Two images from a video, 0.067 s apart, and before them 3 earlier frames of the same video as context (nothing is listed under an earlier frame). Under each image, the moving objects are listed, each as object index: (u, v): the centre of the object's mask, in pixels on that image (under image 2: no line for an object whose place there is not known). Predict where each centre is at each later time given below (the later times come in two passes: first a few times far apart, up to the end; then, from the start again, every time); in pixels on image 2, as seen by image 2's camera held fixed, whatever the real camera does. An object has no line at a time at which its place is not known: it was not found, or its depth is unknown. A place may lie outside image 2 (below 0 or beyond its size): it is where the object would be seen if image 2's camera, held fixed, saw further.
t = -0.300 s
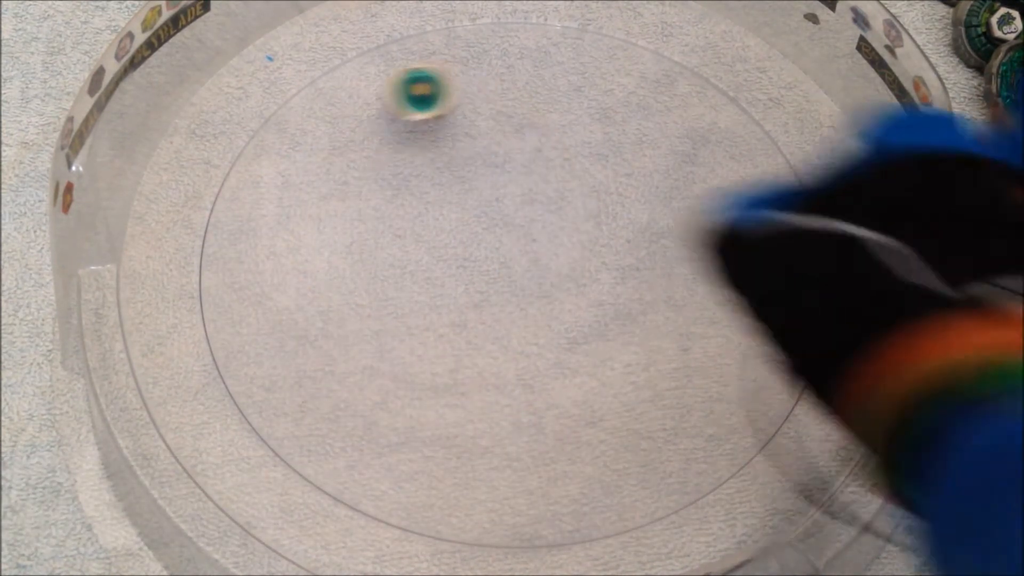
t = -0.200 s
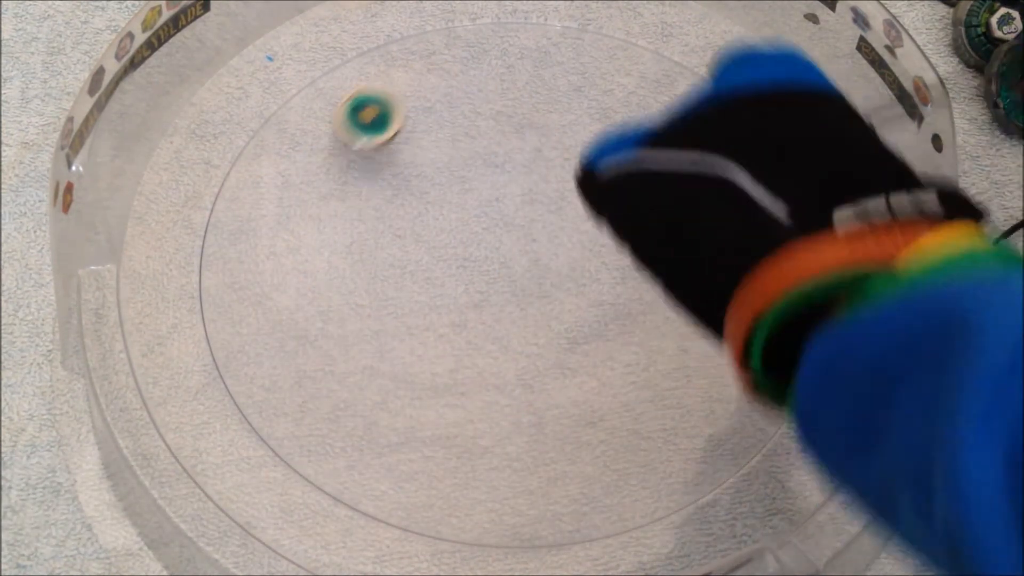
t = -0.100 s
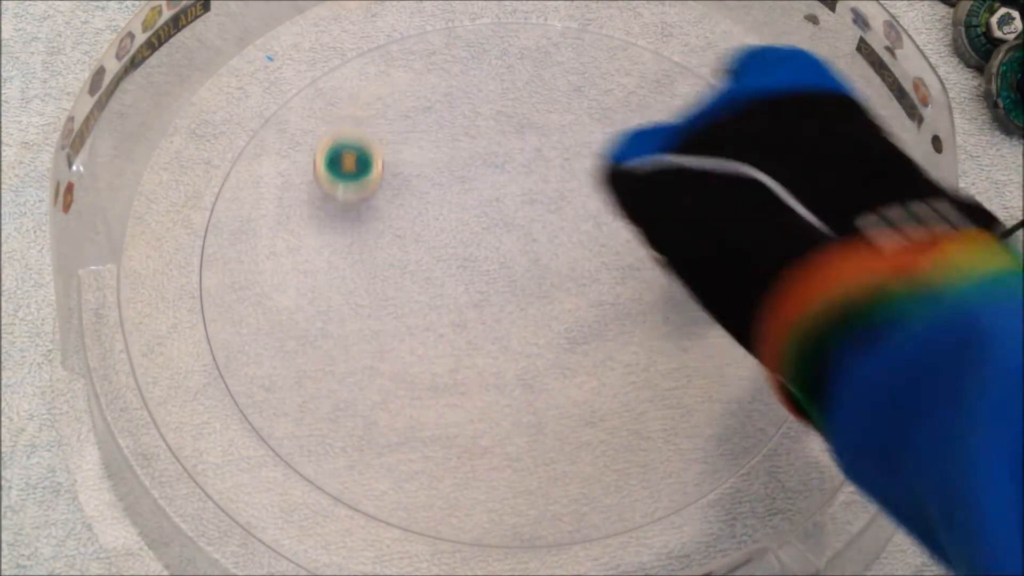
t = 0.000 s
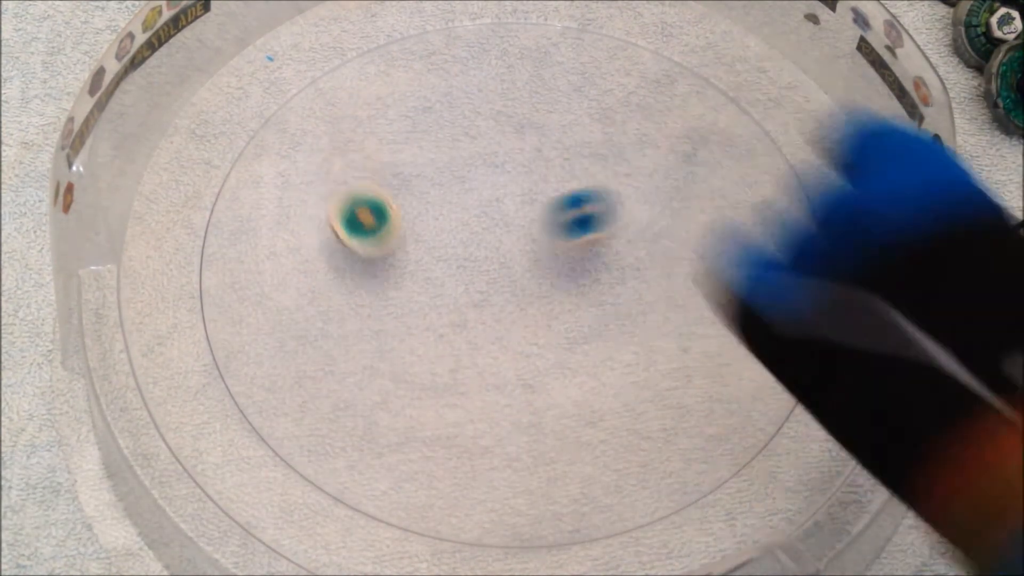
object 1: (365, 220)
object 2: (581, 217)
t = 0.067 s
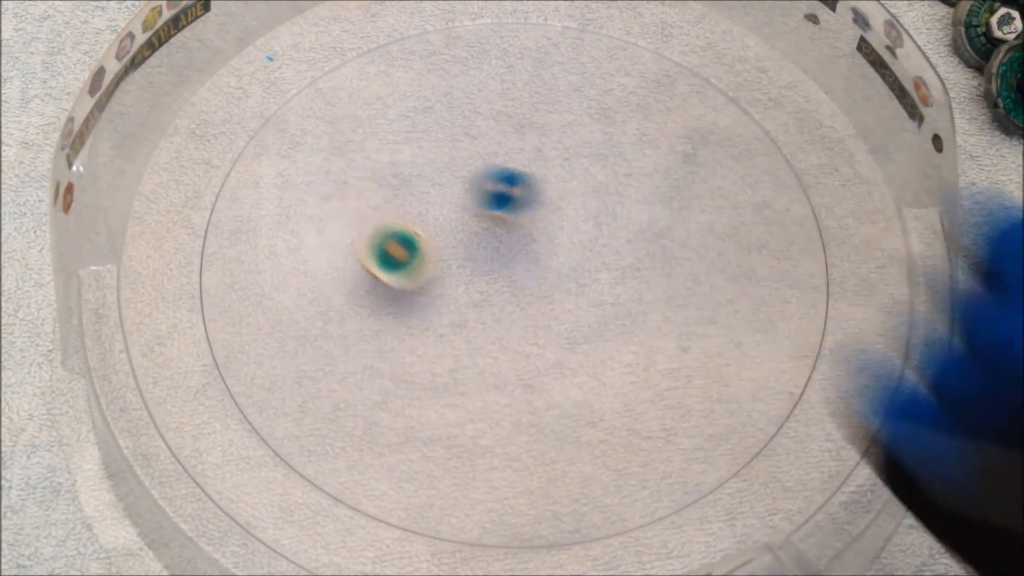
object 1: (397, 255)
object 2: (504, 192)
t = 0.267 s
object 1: (537, 287)
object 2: (335, 185)
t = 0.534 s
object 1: (633, 183)
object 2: (325, 313)
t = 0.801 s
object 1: (523, 132)
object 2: (470, 378)
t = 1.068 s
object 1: (462, 277)
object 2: (534, 235)
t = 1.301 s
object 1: (586, 348)
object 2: (417, 152)
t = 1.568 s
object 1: (645, 252)
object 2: (335, 234)
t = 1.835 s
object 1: (478, 218)
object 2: (482, 289)
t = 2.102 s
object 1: (355, 52)
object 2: (630, 447)
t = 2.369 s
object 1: (284, 162)
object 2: (662, 288)
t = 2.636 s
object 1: (392, 298)
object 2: (534, 193)
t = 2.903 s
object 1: (582, 234)
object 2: (398, 284)
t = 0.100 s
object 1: (419, 268)
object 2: (467, 191)
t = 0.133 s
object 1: (441, 278)
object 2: (431, 182)
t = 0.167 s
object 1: (465, 286)
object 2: (401, 182)
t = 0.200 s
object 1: (489, 290)
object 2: (371, 179)
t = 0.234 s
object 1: (513, 289)
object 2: (350, 182)
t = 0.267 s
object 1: (537, 287)
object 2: (335, 185)
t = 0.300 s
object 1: (560, 281)
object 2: (324, 192)
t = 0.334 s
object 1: (580, 271)
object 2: (315, 204)
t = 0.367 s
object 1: (598, 260)
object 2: (310, 219)
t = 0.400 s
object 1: (612, 247)
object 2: (308, 237)
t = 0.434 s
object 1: (623, 232)
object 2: (309, 257)
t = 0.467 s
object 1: (630, 215)
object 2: (312, 277)
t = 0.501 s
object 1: (634, 199)
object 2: (317, 295)
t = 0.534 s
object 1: (633, 183)
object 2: (325, 313)
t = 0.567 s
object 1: (629, 167)
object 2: (335, 330)
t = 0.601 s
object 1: (621, 154)
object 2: (349, 346)
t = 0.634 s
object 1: (610, 142)
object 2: (365, 360)
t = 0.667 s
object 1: (596, 133)
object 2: (382, 371)
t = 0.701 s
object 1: (581, 127)
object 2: (402, 379)
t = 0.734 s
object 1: (562, 124)
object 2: (423, 382)
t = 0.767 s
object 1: (542, 126)
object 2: (447, 382)
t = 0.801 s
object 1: (523, 132)
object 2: (470, 378)
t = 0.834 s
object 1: (504, 141)
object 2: (491, 369)
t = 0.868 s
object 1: (488, 154)
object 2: (510, 356)
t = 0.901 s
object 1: (473, 171)
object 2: (525, 340)
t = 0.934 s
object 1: (462, 190)
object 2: (534, 321)
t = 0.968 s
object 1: (455, 211)
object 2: (542, 300)
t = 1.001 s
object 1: (453, 233)
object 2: (544, 280)
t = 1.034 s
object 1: (455, 256)
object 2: (541, 257)
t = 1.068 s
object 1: (462, 277)
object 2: (534, 235)
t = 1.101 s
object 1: (474, 296)
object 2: (525, 216)
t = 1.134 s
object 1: (486, 313)
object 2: (512, 199)
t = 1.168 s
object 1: (504, 327)
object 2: (496, 184)
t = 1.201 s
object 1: (523, 338)
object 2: (478, 172)
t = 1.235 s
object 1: (544, 345)
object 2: (459, 161)
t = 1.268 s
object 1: (565, 349)
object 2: (439, 155)
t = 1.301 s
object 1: (586, 348)
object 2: (417, 152)
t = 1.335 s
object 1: (608, 342)
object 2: (397, 153)
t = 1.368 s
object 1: (625, 334)
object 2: (378, 156)
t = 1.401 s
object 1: (638, 323)
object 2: (362, 164)
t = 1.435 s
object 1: (649, 309)
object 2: (347, 174)
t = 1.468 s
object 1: (655, 295)
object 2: (335, 188)
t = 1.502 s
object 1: (655, 280)
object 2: (332, 201)
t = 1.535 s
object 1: (651, 265)
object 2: (330, 218)
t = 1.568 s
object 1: (645, 252)
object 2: (335, 234)
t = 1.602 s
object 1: (632, 238)
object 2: (343, 247)
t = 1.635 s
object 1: (616, 227)
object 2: (357, 260)
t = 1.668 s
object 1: (597, 218)
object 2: (373, 272)
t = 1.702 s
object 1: (574, 212)
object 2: (392, 281)
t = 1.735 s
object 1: (549, 209)
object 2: (415, 288)
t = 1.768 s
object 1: (525, 211)
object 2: (438, 290)
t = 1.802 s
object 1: (500, 215)
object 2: (463, 289)
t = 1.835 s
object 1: (478, 218)
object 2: (482, 289)
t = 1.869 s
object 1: (459, 178)
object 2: (503, 338)
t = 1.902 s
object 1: (444, 139)
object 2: (522, 380)
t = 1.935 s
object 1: (430, 107)
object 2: (543, 415)
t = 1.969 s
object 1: (416, 82)
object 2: (562, 440)
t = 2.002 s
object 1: (401, 62)
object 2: (579, 454)
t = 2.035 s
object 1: (384, 51)
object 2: (597, 459)
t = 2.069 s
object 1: (369, 48)
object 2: (614, 456)
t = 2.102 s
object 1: (355, 52)
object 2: (630, 447)
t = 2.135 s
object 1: (342, 59)
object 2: (646, 432)
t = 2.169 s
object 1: (331, 69)
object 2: (657, 415)
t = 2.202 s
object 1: (319, 83)
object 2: (666, 398)
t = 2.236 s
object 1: (309, 98)
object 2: (671, 377)
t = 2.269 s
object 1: (301, 114)
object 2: (673, 354)
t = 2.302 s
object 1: (295, 130)
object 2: (673, 332)
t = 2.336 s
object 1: (289, 146)
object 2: (670, 309)
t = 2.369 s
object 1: (284, 162)
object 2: (662, 288)
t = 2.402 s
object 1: (283, 180)
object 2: (655, 268)
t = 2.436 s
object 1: (286, 199)
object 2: (645, 248)
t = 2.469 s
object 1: (292, 219)
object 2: (632, 231)
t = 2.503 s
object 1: (301, 239)
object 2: (618, 218)
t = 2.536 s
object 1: (318, 258)
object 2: (600, 207)
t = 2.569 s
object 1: (338, 275)
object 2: (581, 199)
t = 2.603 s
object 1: (365, 289)
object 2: (558, 194)
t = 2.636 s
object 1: (392, 298)
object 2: (534, 193)
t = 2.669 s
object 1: (421, 303)
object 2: (510, 194)
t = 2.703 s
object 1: (451, 304)
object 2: (487, 199)
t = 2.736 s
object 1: (480, 300)
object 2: (466, 207)
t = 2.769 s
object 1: (506, 293)
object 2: (445, 219)
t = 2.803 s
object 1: (533, 282)
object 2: (428, 232)
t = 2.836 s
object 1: (552, 267)
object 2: (414, 248)
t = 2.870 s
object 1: (568, 252)
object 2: (403, 266)
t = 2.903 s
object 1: (582, 234)
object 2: (398, 284)
